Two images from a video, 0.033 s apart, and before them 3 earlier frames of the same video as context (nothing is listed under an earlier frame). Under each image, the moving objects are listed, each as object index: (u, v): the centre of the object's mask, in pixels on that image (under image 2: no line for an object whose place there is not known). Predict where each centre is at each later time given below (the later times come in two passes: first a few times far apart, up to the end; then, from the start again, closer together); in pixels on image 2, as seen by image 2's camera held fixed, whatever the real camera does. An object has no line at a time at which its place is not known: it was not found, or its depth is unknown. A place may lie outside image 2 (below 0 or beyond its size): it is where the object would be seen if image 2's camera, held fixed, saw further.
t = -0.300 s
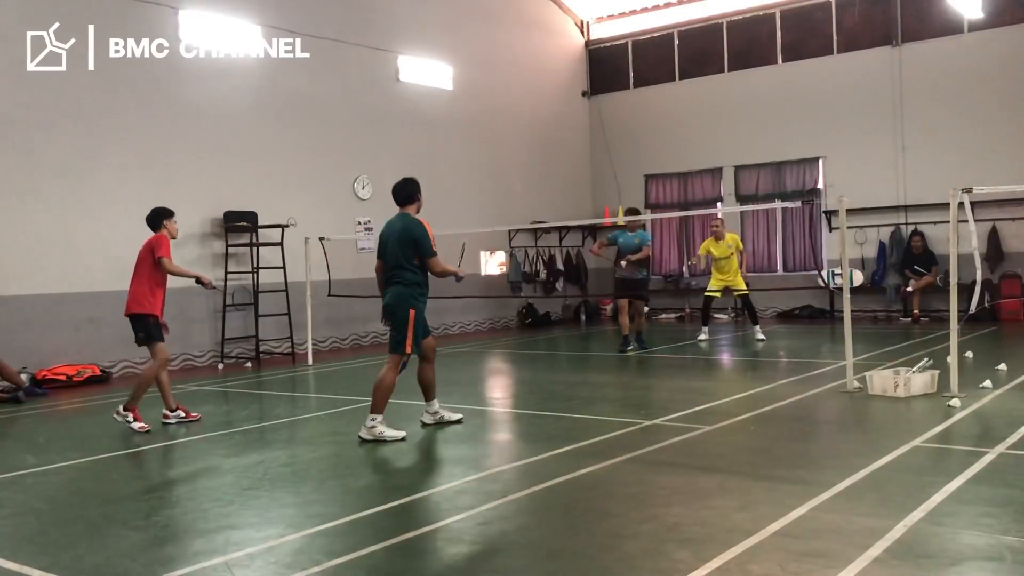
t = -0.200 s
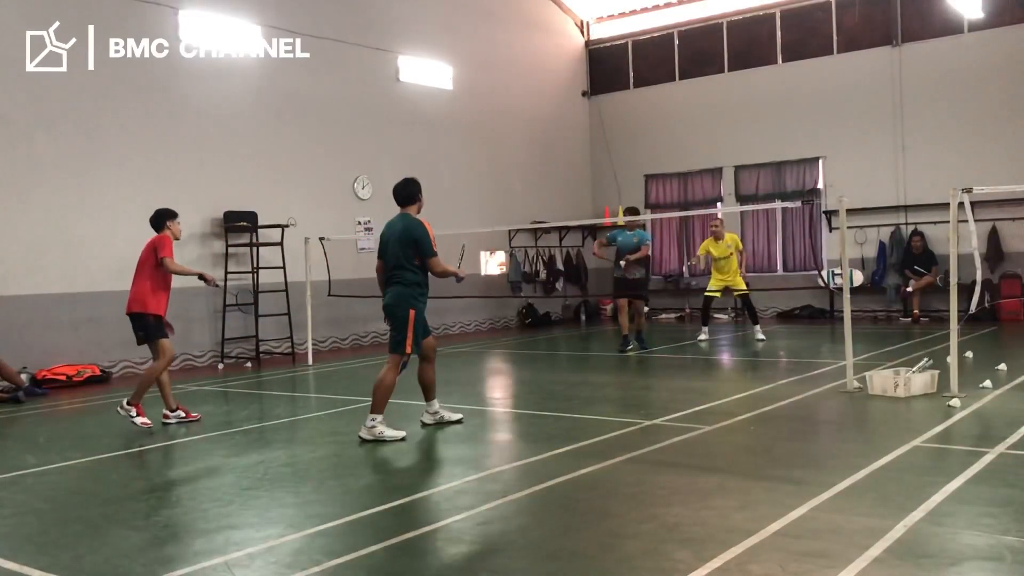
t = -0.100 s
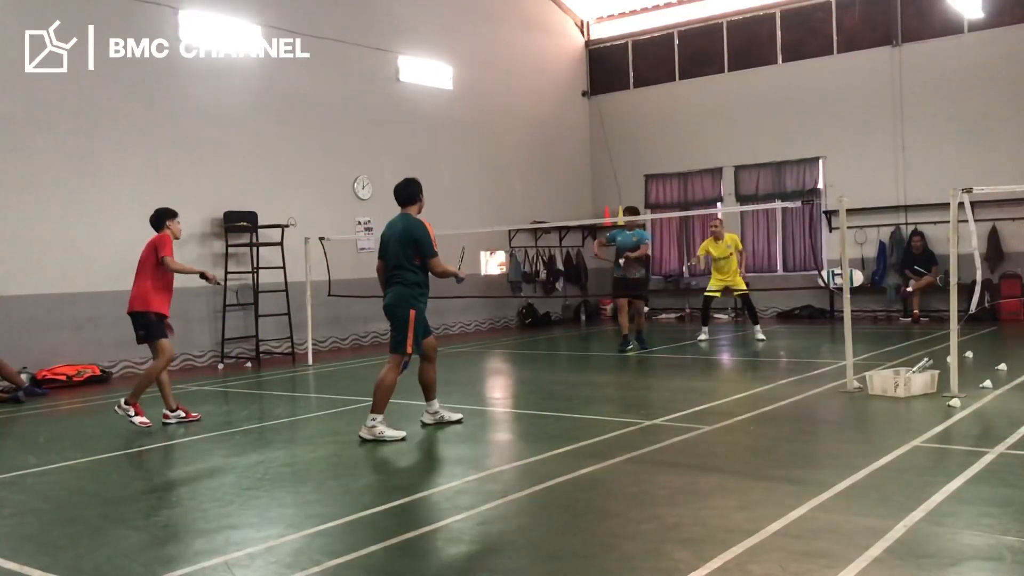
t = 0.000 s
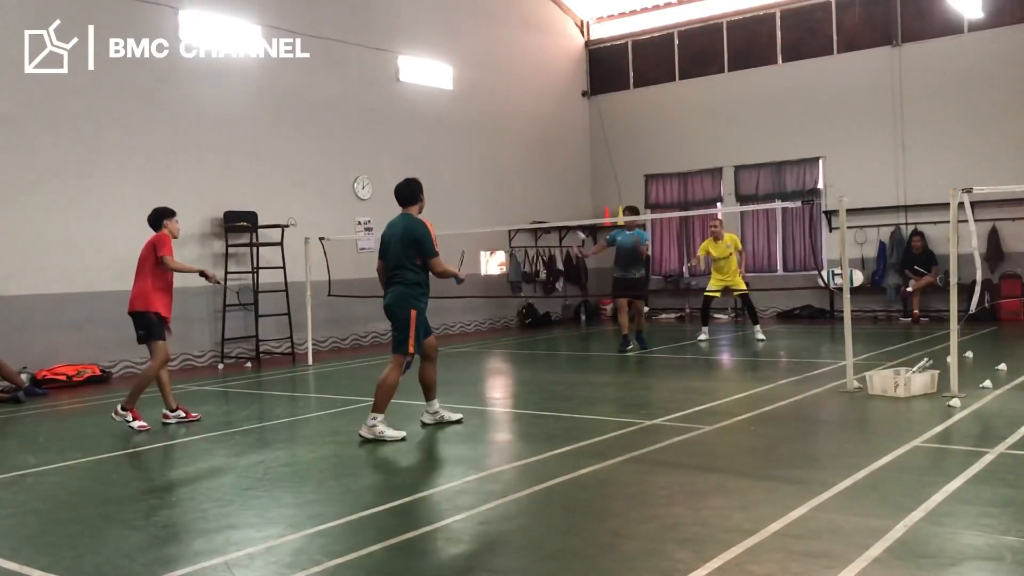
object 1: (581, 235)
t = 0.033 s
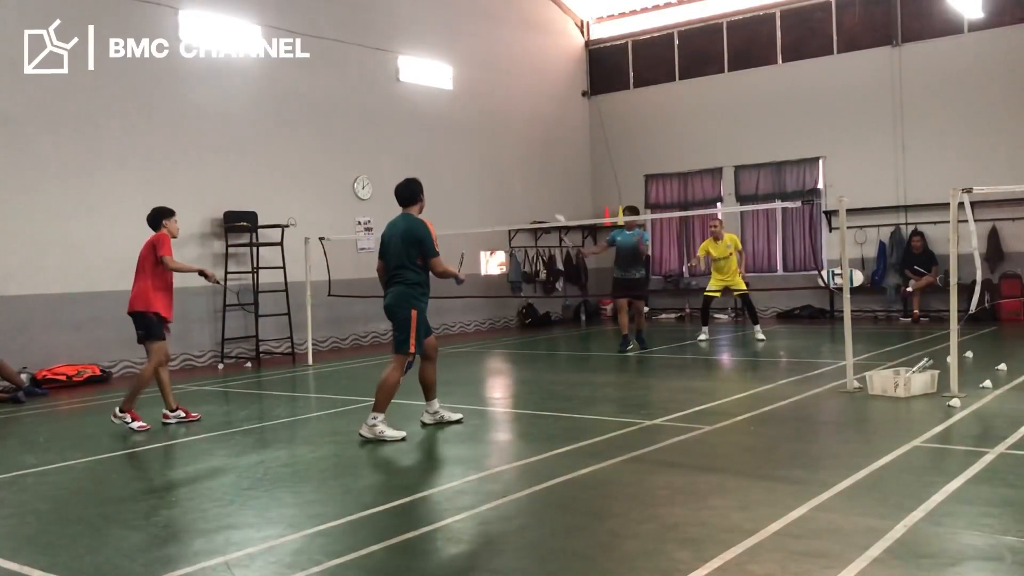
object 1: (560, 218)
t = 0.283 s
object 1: (411, 139)
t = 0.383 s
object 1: (357, 129)
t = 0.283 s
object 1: (411, 139)
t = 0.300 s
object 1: (401, 137)
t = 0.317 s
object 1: (392, 134)
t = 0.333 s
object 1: (383, 132)
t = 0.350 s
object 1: (374, 131)
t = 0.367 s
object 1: (366, 130)
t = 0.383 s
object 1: (357, 129)
